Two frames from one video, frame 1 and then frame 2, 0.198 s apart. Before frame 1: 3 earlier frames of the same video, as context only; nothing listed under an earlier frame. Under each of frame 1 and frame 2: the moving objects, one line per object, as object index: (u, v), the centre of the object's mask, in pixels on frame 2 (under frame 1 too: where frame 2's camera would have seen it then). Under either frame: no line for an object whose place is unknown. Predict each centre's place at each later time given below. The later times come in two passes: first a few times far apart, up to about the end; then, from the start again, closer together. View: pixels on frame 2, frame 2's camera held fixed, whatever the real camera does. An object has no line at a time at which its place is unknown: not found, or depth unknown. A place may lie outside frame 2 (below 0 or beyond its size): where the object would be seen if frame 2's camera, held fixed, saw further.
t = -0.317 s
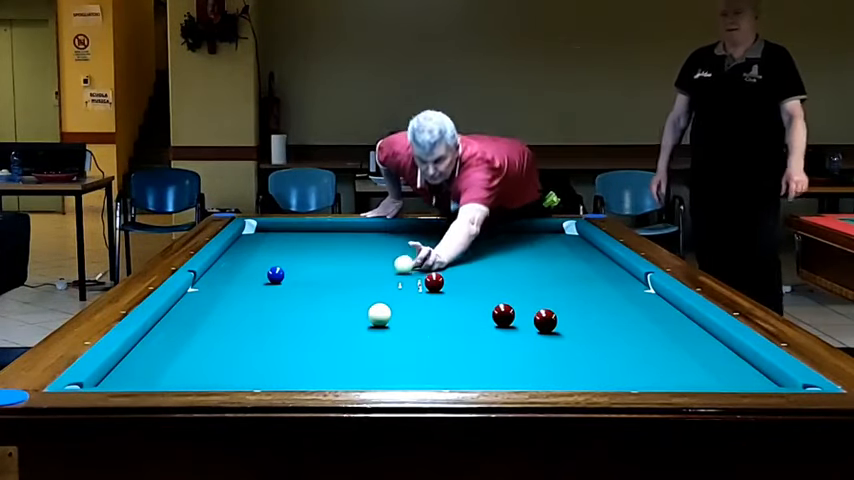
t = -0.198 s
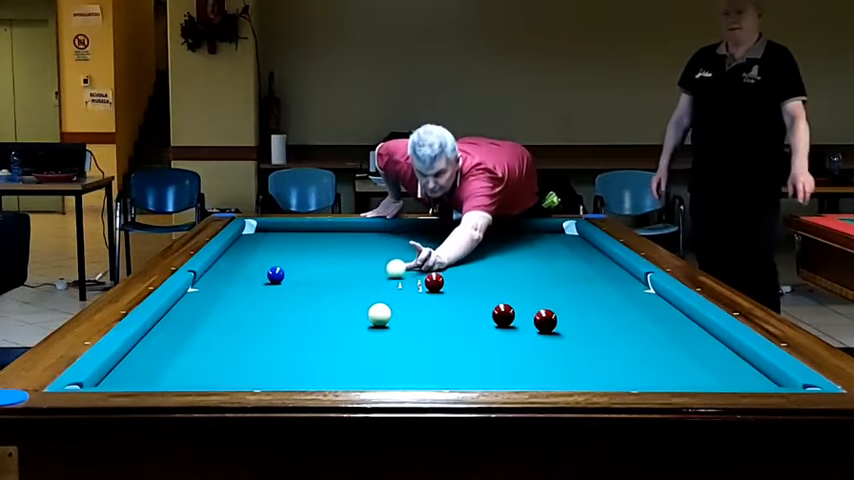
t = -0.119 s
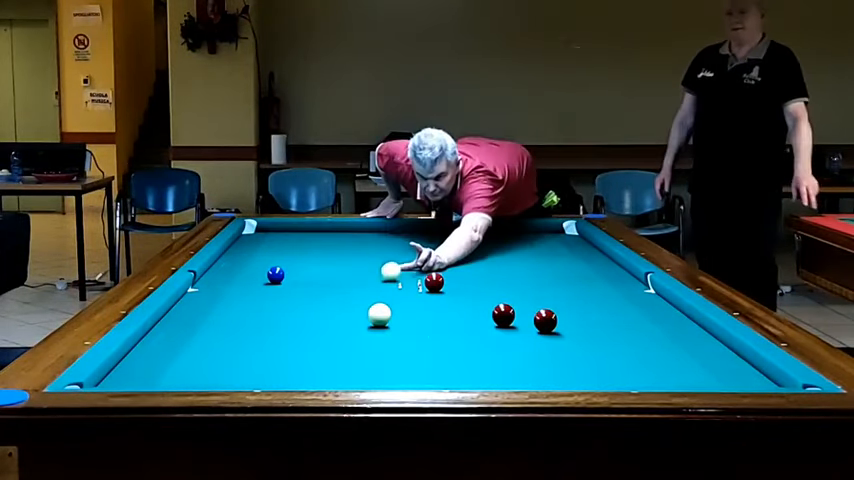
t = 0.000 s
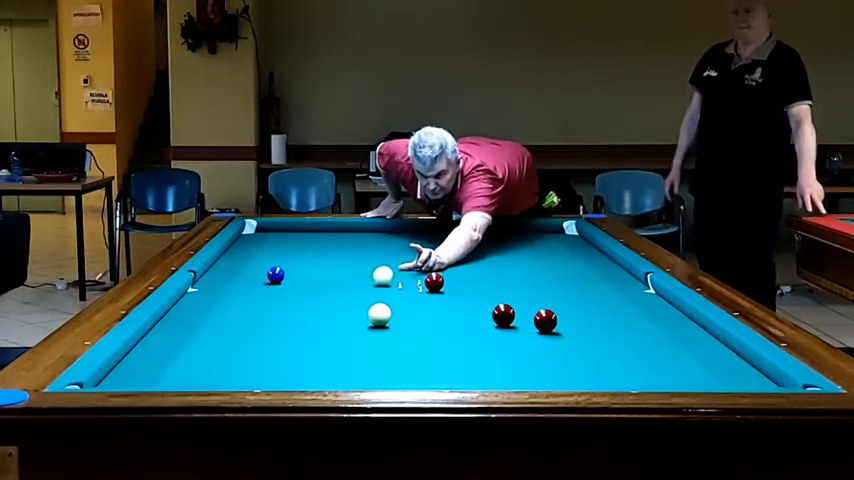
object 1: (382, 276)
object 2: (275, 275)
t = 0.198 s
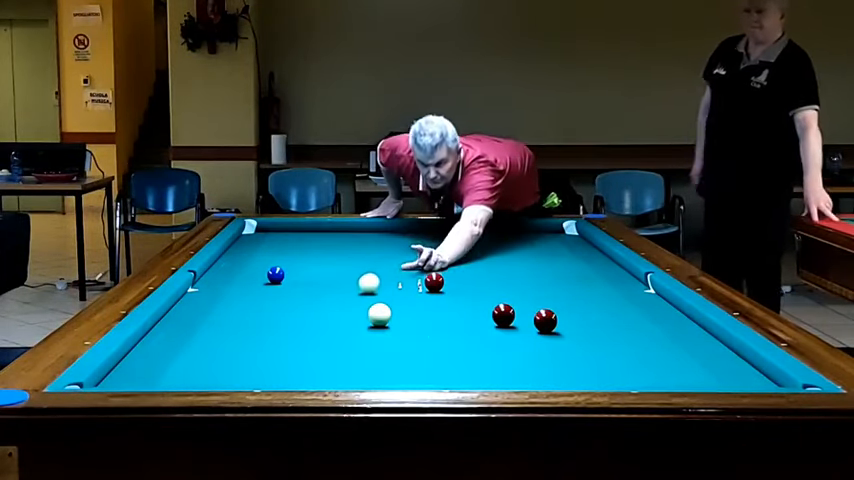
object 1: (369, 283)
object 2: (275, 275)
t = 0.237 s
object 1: (365, 284)
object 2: (275, 275)
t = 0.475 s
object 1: (347, 295)
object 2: (275, 275)
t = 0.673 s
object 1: (331, 304)
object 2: (275, 275)
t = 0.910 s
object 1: (310, 316)
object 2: (275, 275)
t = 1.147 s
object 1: (287, 329)
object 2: (275, 275)
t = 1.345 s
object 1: (266, 341)
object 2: (275, 275)
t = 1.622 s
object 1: (238, 356)
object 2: (275, 275)
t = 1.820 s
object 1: (213, 369)
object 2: (275, 275)
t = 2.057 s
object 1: (180, 380)
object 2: (275, 275)
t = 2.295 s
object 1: (166, 378)
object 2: (276, 275)
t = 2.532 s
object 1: (160, 372)
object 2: (276, 275)
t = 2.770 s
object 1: (155, 363)
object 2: (276, 275)
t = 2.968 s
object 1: (151, 355)
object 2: (275, 275)
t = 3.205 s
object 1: (147, 346)
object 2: (275, 275)
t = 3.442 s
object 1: (151, 339)
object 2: (275, 275)
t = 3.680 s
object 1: (162, 332)
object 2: (275, 275)
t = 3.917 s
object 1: (173, 326)
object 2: (275, 275)
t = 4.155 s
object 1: (182, 321)
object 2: (275, 275)
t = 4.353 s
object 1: (190, 316)
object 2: (275, 275)
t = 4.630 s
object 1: (198, 312)
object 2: (275, 275)
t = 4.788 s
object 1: (204, 308)
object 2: (275, 275)
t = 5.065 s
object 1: (211, 304)
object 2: (275, 275)
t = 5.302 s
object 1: (218, 300)
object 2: (275, 275)
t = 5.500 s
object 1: (223, 297)
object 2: (275, 275)
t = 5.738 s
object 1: (229, 294)
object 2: (275, 275)
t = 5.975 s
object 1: (234, 291)
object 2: (275, 275)
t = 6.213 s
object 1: (239, 288)
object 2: (275, 275)
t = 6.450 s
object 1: (244, 286)
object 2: (275, 275)
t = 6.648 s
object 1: (248, 283)
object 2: (275, 275)
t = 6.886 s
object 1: (252, 281)
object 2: (275, 275)
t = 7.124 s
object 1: (255, 279)
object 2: (275, 275)
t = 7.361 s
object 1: (258, 277)
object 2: (276, 274)
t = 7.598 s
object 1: (261, 276)
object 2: (277, 275)
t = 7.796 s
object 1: (260, 275)
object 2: (279, 274)
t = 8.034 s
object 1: (259, 274)
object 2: (283, 273)
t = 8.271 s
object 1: (258, 274)
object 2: (287, 273)
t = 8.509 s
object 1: (258, 273)
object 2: (290, 272)
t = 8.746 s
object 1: (258, 273)
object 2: (293, 272)
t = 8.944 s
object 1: (258, 272)
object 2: (294, 272)
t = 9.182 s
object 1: (259, 272)
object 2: (296, 271)
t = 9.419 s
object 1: (260, 272)
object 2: (296, 271)
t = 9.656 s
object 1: (260, 272)
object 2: (296, 271)
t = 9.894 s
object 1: (260, 272)
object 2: (296, 271)
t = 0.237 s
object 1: (365, 284)
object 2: (275, 275)
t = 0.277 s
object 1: (362, 287)
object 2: (275, 275)
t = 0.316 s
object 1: (360, 288)
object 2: (275, 275)
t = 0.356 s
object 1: (357, 290)
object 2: (275, 275)
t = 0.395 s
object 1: (354, 291)
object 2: (275, 275)
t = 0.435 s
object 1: (350, 293)
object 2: (275, 275)
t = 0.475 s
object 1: (347, 295)
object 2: (275, 275)
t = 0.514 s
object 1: (344, 296)
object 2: (275, 275)
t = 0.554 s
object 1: (341, 298)
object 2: (275, 275)
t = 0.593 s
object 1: (338, 300)
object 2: (275, 275)
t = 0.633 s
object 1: (335, 302)
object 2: (275, 275)
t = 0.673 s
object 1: (331, 304)
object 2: (275, 275)
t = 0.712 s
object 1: (328, 306)
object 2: (275, 275)
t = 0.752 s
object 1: (325, 307)
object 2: (275, 275)
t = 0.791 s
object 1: (321, 309)
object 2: (275, 275)
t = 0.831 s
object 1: (318, 311)
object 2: (275, 275)
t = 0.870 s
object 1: (314, 314)
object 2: (275, 275)
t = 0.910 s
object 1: (310, 316)
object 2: (275, 275)
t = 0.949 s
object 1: (306, 318)
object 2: (275, 275)
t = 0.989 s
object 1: (302, 320)
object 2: (275, 275)
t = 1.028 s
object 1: (299, 322)
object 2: (275, 275)
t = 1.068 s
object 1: (295, 324)
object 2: (275, 275)
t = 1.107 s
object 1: (291, 326)
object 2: (275, 275)
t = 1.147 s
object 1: (287, 329)
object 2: (275, 275)
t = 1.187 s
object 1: (283, 331)
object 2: (275, 275)
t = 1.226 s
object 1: (278, 333)
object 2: (275, 275)
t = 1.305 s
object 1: (270, 338)
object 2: (275, 275)
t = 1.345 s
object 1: (266, 341)
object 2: (275, 275)
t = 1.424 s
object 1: (257, 345)
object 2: (275, 275)
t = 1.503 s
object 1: (248, 351)
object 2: (275, 275)
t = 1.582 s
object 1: (243, 353)
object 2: (275, 275)
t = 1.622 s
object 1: (238, 356)
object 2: (275, 275)
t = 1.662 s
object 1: (233, 359)
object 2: (275, 275)
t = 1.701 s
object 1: (228, 361)
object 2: (275, 275)
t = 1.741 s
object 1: (223, 364)
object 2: (275, 275)
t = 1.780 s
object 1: (218, 367)
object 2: (275, 275)
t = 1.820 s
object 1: (213, 369)
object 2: (275, 275)
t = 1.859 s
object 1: (208, 371)
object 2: (275, 275)
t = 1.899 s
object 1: (202, 373)
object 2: (275, 275)
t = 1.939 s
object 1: (197, 375)
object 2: (275, 275)
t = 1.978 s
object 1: (192, 376)
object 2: (275, 275)
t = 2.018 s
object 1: (186, 378)
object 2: (275, 275)
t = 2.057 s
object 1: (180, 380)
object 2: (275, 275)
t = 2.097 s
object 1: (174, 382)
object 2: (275, 275)
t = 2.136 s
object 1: (168, 382)
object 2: (275, 275)
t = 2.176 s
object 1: (168, 381)
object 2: (275, 275)
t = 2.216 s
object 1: (167, 380)
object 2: (276, 275)
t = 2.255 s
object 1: (166, 379)
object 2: (276, 275)
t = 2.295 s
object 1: (166, 378)
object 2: (276, 275)
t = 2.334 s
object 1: (164, 377)
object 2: (276, 275)
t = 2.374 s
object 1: (163, 376)
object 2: (276, 275)
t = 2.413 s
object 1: (162, 375)
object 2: (276, 275)
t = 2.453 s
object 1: (162, 374)
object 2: (276, 275)
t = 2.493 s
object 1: (161, 373)
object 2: (276, 275)
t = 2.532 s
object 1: (160, 372)
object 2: (276, 275)
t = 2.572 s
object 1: (159, 371)
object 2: (276, 275)
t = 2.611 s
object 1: (158, 370)
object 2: (276, 275)
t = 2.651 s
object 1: (157, 368)
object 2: (276, 275)
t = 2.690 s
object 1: (156, 367)
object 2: (276, 275)
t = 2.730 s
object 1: (155, 365)
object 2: (276, 275)
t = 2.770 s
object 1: (155, 363)
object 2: (276, 275)
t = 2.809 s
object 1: (154, 362)
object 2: (276, 275)
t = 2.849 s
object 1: (153, 360)
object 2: (276, 275)
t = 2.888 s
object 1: (152, 358)
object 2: (276, 275)
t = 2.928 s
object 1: (152, 357)
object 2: (275, 275)
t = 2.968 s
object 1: (151, 355)
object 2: (275, 275)
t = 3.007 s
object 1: (150, 354)
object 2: (275, 275)
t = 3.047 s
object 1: (150, 352)
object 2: (275, 275)
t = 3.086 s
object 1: (149, 351)
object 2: (275, 275)
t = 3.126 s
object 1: (148, 349)
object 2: (275, 275)
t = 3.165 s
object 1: (148, 348)
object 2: (275, 275)
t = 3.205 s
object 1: (147, 346)
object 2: (275, 275)
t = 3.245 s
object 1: (146, 345)
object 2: (275, 275)
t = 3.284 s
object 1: (146, 344)
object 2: (275, 275)
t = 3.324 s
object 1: (145, 342)
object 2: (275, 275)
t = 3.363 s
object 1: (147, 341)
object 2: (275, 275)
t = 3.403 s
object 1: (149, 340)
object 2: (275, 275)
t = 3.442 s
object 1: (151, 339)
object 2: (275, 275)
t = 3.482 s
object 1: (153, 338)
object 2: (275, 275)
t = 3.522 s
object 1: (155, 337)
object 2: (275, 275)
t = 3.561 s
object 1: (157, 336)
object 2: (275, 275)
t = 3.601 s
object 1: (159, 335)
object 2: (275, 275)
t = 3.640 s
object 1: (161, 334)
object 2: (275, 275)
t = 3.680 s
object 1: (162, 332)
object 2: (275, 275)
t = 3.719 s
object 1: (164, 331)
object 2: (275, 275)
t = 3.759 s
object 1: (166, 330)
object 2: (275, 275)
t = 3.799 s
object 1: (168, 329)
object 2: (275, 275)
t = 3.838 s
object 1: (169, 328)
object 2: (275, 275)
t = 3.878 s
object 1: (171, 327)
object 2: (275, 275)
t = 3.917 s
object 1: (173, 326)
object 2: (275, 275)
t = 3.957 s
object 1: (174, 325)
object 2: (275, 275)
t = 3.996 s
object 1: (176, 324)
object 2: (275, 275)
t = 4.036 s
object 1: (178, 323)
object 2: (275, 275)
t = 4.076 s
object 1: (179, 323)
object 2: (275, 275)
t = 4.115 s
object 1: (181, 322)
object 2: (275, 275)
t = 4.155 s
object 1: (182, 321)
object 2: (275, 275)
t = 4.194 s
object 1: (184, 320)
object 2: (275, 275)
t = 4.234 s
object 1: (185, 319)
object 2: (275, 275)
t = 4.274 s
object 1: (187, 318)
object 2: (275, 275)
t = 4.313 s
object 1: (188, 317)
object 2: (275, 275)
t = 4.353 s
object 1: (190, 316)
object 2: (275, 275)
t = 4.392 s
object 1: (191, 316)
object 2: (275, 275)
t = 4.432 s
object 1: (193, 315)
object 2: (275, 275)
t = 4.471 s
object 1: (194, 314)
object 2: (275, 275)
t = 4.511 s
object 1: (195, 313)
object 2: (275, 275)
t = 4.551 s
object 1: (197, 312)
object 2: (275, 275)
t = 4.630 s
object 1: (198, 312)
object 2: (275, 275)
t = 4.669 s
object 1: (201, 310)
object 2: (275, 275)
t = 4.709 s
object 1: (202, 309)
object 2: (275, 275)
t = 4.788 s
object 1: (204, 308)
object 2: (275, 275)
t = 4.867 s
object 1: (206, 307)
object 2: (275, 275)
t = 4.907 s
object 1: (207, 307)
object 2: (275, 275)
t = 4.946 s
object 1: (208, 306)
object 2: (275, 275)
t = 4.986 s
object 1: (209, 305)
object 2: (275, 275)
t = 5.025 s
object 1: (210, 305)
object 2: (275, 275)
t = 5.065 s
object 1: (211, 304)
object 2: (275, 275)
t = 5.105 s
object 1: (213, 303)
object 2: (275, 275)
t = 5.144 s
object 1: (214, 303)
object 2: (275, 275)
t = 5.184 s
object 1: (215, 302)
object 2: (275, 275)
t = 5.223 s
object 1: (216, 301)
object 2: (275, 275)
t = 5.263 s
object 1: (217, 301)
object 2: (275, 275)
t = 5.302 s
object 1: (218, 300)
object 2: (275, 275)
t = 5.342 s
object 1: (219, 299)
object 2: (275, 275)
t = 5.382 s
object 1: (220, 299)
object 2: (275, 275)
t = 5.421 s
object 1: (221, 298)
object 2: (275, 275)
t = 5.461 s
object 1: (222, 298)
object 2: (275, 275)
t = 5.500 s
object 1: (223, 297)
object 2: (275, 275)
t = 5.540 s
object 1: (224, 297)
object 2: (275, 275)
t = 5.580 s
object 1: (225, 296)
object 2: (275, 275)
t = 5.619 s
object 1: (226, 296)
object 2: (275, 275)
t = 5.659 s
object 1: (227, 295)
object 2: (275, 275)
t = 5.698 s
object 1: (228, 295)
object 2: (275, 275)
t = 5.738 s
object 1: (229, 294)
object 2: (275, 275)
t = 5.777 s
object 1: (230, 293)
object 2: (275, 275)
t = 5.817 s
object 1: (231, 293)
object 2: (275, 275)
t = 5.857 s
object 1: (232, 292)
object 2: (275, 275)
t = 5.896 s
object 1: (232, 292)
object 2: (275, 275)
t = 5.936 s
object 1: (233, 291)
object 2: (275, 275)
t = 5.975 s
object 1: (234, 291)
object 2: (275, 275)
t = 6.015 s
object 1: (235, 290)
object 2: (275, 275)
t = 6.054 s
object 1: (236, 290)
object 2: (275, 275)
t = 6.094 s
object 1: (237, 289)
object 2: (275, 275)
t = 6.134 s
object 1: (238, 289)
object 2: (275, 275)
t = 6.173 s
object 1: (238, 289)
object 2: (275, 275)
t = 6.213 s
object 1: (239, 288)
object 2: (275, 275)
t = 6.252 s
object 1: (240, 288)
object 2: (275, 275)
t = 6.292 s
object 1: (241, 287)
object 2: (275, 275)
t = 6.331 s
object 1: (242, 287)
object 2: (275, 275)
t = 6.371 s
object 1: (243, 286)
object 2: (275, 275)
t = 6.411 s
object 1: (243, 286)
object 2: (275, 275)
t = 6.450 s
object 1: (244, 286)
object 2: (275, 275)
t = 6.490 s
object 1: (245, 285)
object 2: (275, 275)
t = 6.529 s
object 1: (245, 284)
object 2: (275, 275)
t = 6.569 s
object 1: (246, 284)
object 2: (275, 275)
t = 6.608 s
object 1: (247, 284)
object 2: (275, 275)
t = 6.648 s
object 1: (248, 283)
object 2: (275, 275)
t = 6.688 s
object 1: (248, 283)
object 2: (275, 275)
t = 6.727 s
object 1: (249, 283)
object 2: (275, 275)
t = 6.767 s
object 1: (250, 282)
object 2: (275, 275)
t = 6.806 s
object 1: (250, 282)
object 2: (275, 275)
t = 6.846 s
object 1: (251, 282)
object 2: (275, 275)
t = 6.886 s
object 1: (252, 281)
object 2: (275, 275)
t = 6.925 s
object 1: (252, 281)
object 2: (275, 275)
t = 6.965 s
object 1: (253, 280)
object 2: (275, 275)
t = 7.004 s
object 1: (253, 280)
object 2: (276, 275)
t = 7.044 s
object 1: (254, 280)
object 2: (275, 275)
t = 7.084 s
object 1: (255, 279)
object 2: (275, 275)
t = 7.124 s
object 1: (255, 279)
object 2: (275, 275)
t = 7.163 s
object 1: (256, 279)
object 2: (275, 275)
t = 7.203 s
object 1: (256, 278)
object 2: (275, 275)
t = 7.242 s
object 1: (257, 278)
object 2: (275, 275)
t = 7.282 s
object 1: (257, 278)
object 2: (276, 275)
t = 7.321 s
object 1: (258, 278)
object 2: (276, 274)
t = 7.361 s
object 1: (258, 277)
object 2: (276, 274)
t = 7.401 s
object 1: (259, 277)
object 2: (276, 275)
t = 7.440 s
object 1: (260, 277)
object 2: (276, 275)
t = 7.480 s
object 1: (260, 276)
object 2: (276, 275)
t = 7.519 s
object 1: (260, 276)
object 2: (277, 275)
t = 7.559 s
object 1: (260, 276)
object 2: (276, 275)
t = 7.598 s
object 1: (261, 276)
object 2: (277, 275)
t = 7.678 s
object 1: (260, 275)
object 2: (278, 274)
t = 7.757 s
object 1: (260, 275)
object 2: (279, 274)
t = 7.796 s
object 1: (260, 275)
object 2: (279, 274)
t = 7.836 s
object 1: (260, 275)
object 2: (280, 274)
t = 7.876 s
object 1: (260, 275)
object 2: (281, 274)
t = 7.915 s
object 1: (260, 275)
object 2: (281, 274)
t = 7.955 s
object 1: (259, 275)
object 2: (282, 274)
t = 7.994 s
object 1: (259, 275)
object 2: (283, 274)
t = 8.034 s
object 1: (259, 274)
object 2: (283, 273)
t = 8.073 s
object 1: (259, 274)
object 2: (284, 273)
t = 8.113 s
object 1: (259, 274)
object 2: (285, 273)
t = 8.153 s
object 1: (259, 274)
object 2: (285, 273)
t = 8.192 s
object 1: (259, 274)
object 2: (286, 273)
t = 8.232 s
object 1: (259, 274)
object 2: (287, 273)
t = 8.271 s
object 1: (258, 274)
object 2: (287, 273)
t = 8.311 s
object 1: (258, 274)
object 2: (288, 273)
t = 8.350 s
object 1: (258, 273)
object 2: (288, 273)
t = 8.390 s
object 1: (258, 273)
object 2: (289, 272)
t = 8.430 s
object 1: (258, 273)
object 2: (289, 273)
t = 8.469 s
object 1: (258, 273)
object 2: (290, 272)
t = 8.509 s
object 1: (258, 273)
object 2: (290, 272)
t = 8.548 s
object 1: (258, 273)
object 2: (291, 273)
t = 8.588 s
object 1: (258, 273)
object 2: (291, 272)
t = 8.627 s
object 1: (258, 273)
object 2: (291, 272)
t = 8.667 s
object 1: (258, 273)
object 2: (292, 272)
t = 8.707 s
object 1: (258, 273)
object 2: (293, 272)
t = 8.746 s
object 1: (258, 273)
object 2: (293, 272)
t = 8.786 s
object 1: (258, 272)
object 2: (293, 272)
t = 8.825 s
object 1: (258, 272)
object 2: (293, 272)
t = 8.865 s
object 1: (258, 272)
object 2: (294, 272)
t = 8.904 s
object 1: (258, 272)
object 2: (294, 272)
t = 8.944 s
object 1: (258, 272)
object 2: (294, 272)
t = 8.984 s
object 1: (258, 272)
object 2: (295, 272)
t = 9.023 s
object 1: (258, 272)
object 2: (295, 272)
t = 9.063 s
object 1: (258, 272)
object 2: (295, 272)
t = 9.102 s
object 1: (259, 272)
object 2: (295, 272)
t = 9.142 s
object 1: (259, 272)
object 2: (295, 271)
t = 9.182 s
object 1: (259, 272)
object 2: (296, 271)
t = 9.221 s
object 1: (259, 272)
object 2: (296, 271)
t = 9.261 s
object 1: (259, 272)
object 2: (296, 271)
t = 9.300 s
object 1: (259, 272)
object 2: (296, 271)
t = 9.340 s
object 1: (260, 272)
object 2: (296, 271)
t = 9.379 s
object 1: (260, 272)
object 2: (296, 271)
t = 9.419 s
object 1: (260, 272)
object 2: (296, 271)
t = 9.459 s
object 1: (260, 272)
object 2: (296, 271)
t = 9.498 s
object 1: (260, 272)
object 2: (296, 271)
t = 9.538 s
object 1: (260, 272)
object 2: (296, 271)
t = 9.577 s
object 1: (260, 272)
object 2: (296, 271)
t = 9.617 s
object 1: (260, 272)
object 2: (296, 271)
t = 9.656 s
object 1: (260, 272)
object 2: (296, 271)
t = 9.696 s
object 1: (260, 272)
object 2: (296, 271)
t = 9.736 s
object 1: (260, 272)
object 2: (296, 271)
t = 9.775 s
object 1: (260, 272)
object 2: (296, 271)
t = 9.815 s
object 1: (260, 272)
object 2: (296, 271)
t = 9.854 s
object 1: (260, 272)
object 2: (296, 271)
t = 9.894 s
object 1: (260, 272)
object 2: (296, 271)
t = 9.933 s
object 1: (260, 272)
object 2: (296, 271)
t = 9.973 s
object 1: (260, 272)
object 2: (296, 271)
